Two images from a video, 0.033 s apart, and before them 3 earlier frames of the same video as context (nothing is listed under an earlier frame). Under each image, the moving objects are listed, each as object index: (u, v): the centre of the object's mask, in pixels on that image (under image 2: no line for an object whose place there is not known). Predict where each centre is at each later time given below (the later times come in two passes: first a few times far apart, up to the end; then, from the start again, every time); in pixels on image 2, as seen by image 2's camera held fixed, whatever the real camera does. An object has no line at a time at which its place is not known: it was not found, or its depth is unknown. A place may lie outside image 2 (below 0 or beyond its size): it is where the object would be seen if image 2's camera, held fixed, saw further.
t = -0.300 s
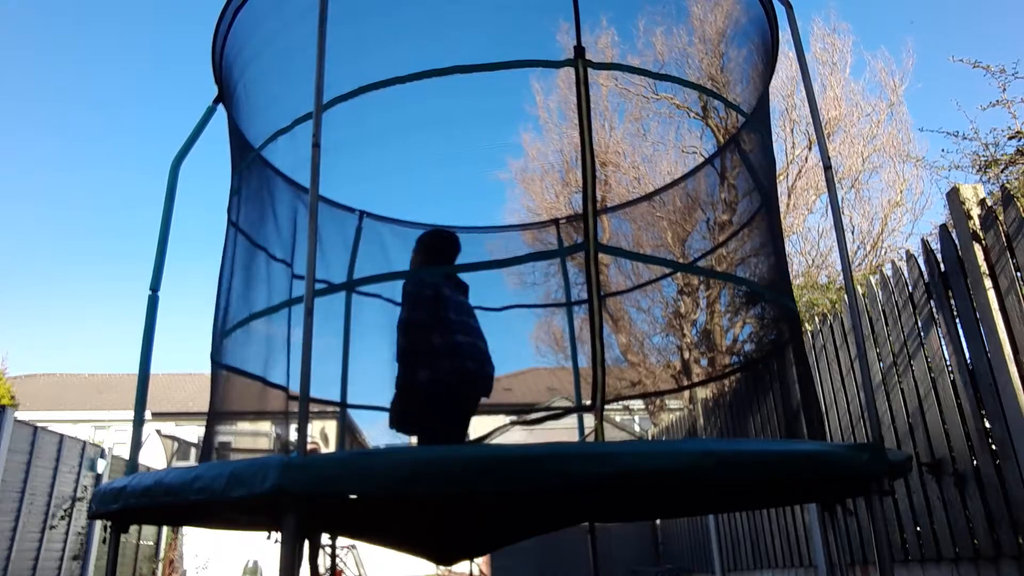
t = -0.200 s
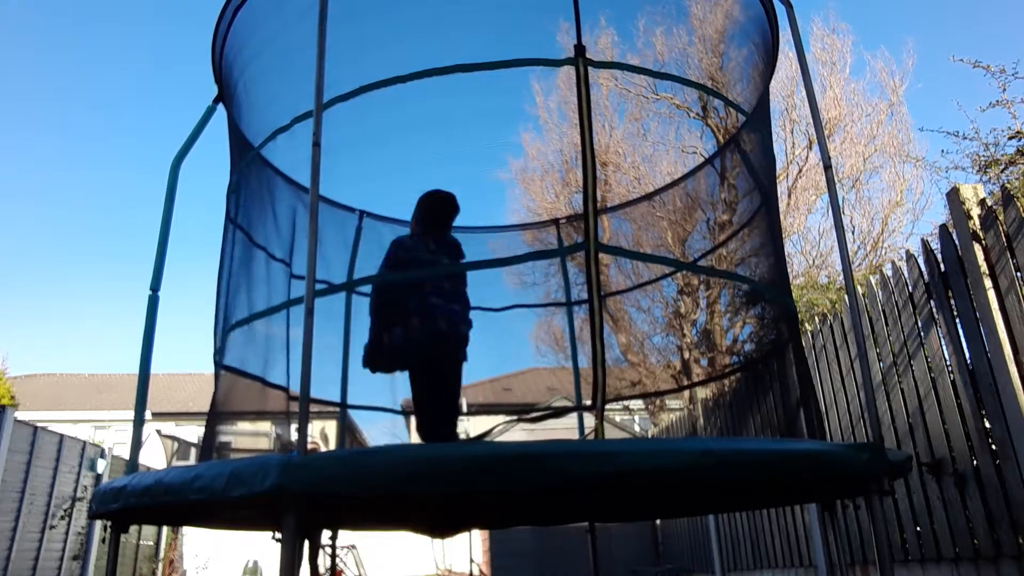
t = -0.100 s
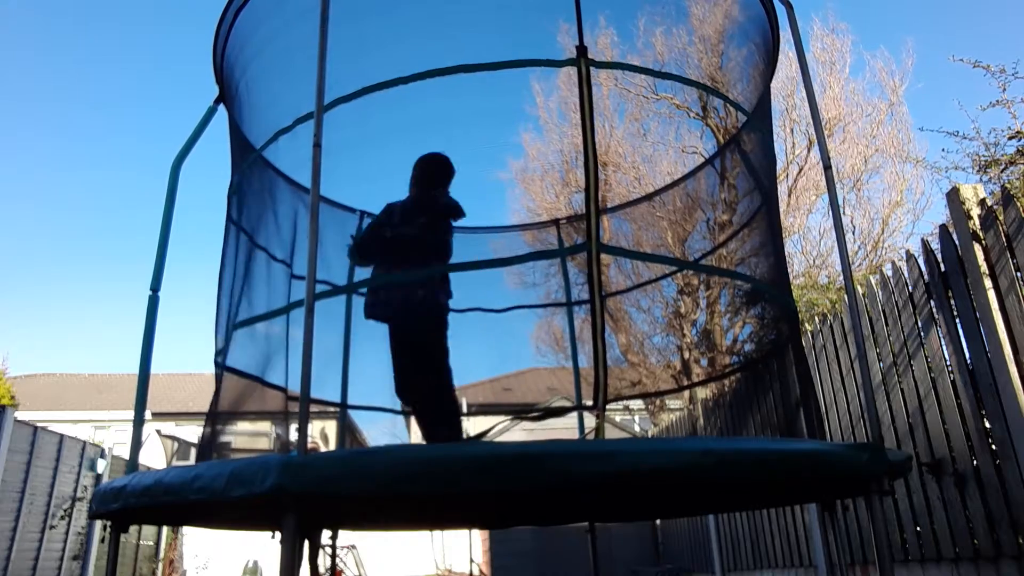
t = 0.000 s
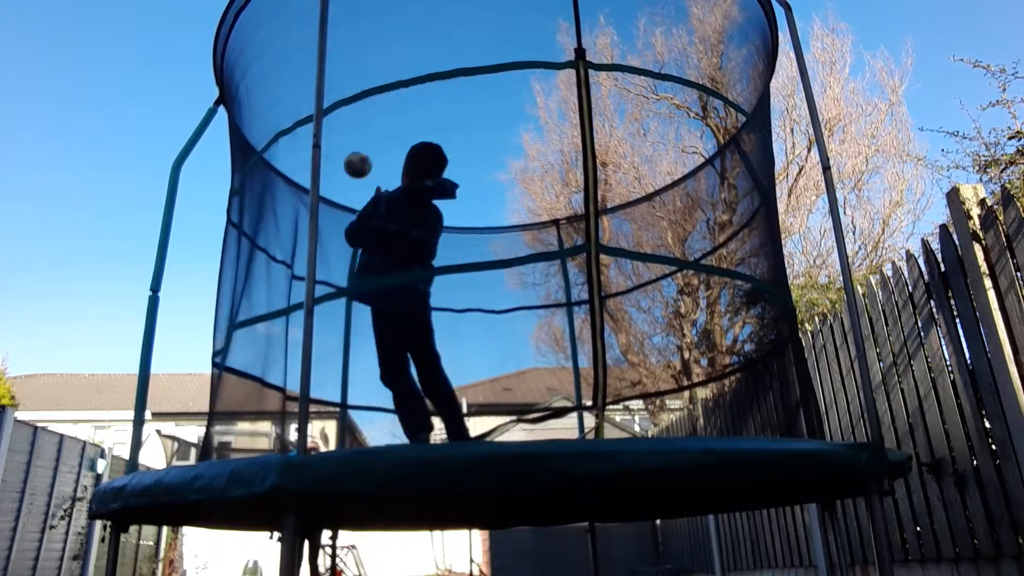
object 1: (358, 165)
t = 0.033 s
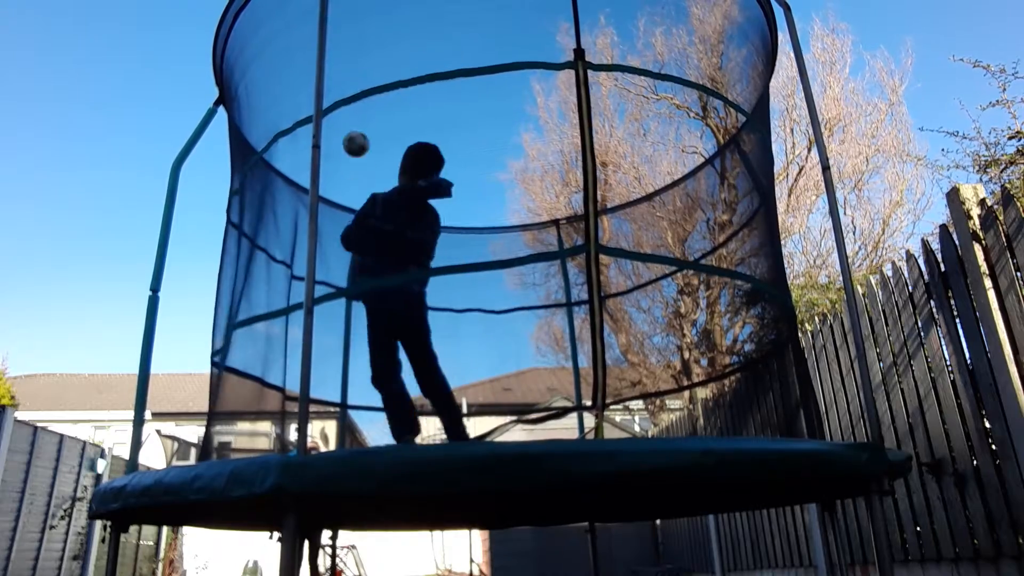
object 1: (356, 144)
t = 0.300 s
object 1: (344, 66)
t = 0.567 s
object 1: (335, 87)
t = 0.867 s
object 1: (326, 179)
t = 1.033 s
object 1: (321, 259)
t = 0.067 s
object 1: (354, 126)
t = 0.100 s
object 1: (353, 113)
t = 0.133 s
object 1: (351, 99)
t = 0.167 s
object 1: (348, 87)
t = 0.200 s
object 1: (348, 80)
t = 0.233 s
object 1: (346, 74)
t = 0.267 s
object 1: (345, 69)
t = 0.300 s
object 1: (344, 66)
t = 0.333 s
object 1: (343, 65)
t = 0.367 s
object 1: (342, 64)
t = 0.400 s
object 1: (341, 65)
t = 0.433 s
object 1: (339, 67)
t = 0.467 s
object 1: (338, 71)
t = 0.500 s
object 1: (337, 75)
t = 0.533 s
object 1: (336, 80)
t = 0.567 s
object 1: (335, 87)
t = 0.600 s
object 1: (333, 93)
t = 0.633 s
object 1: (332, 100)
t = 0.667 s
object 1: (332, 111)
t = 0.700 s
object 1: (332, 120)
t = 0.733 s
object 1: (330, 131)
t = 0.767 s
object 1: (329, 142)
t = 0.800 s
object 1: (328, 154)
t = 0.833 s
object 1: (327, 167)
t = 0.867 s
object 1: (326, 179)
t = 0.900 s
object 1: (325, 193)
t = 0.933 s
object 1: (323, 209)
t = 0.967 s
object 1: (322, 225)
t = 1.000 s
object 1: (322, 242)
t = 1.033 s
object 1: (321, 259)
